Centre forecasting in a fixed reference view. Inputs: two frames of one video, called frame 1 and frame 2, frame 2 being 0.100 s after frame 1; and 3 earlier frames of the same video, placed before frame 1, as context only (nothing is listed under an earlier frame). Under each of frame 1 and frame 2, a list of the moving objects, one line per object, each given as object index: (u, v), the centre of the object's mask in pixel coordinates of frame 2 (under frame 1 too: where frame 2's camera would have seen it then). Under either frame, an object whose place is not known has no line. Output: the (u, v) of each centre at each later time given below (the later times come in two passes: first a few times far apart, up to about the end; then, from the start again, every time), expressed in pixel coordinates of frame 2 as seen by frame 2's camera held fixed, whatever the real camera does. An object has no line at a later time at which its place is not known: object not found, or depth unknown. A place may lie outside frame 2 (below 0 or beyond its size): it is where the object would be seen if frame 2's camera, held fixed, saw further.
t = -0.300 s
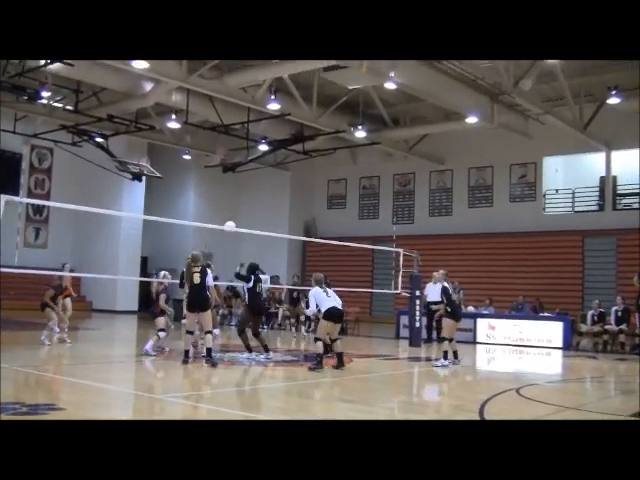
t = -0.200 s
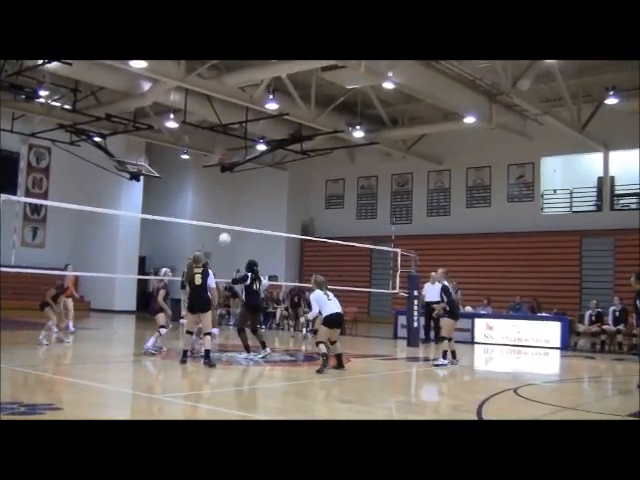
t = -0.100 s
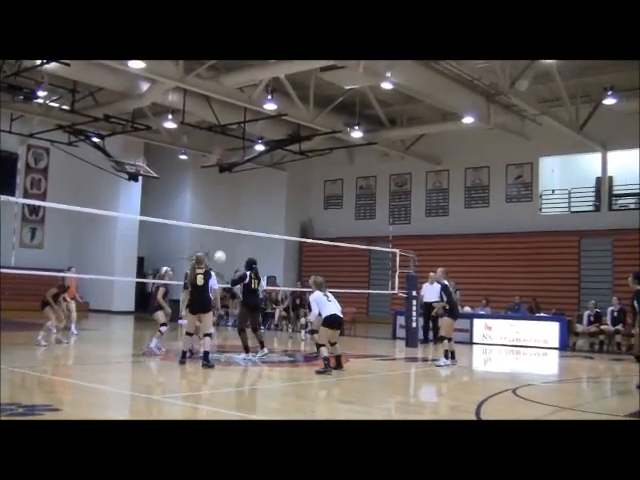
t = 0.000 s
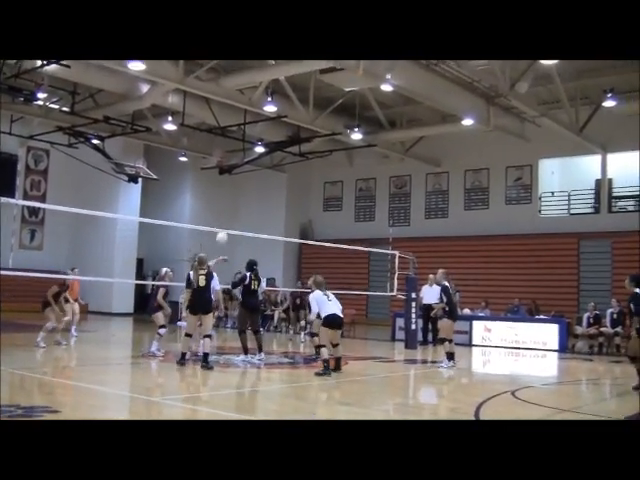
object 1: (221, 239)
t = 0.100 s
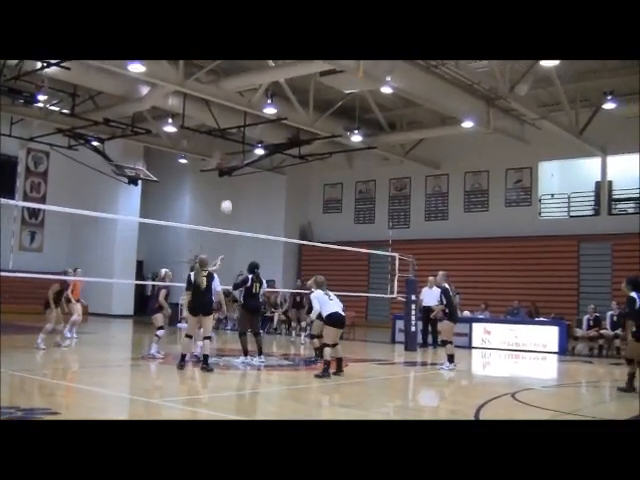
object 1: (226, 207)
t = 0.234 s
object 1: (232, 174)
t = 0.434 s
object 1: (240, 143)
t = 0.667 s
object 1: (246, 134)
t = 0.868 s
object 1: (250, 145)
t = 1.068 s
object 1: (253, 175)
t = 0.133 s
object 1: (228, 197)
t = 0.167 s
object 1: (229, 188)
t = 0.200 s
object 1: (231, 181)
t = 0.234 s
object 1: (232, 174)
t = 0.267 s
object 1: (234, 167)
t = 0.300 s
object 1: (236, 161)
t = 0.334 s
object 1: (236, 156)
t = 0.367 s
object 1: (237, 151)
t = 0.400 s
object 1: (239, 147)
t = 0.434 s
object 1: (240, 143)
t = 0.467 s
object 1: (241, 140)
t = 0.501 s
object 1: (242, 138)
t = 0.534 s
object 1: (243, 135)
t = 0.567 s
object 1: (244, 134)
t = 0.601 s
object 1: (245, 134)
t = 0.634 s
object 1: (246, 133)
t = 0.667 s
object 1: (246, 134)
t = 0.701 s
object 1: (247, 134)
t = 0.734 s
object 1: (248, 135)
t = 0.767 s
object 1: (248, 137)
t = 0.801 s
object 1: (249, 139)
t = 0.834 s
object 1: (250, 142)
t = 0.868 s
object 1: (250, 145)
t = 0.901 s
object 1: (251, 148)
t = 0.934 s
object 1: (251, 154)
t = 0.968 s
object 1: (252, 158)
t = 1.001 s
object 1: (253, 163)
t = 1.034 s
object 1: (253, 170)
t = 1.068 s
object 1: (253, 175)
